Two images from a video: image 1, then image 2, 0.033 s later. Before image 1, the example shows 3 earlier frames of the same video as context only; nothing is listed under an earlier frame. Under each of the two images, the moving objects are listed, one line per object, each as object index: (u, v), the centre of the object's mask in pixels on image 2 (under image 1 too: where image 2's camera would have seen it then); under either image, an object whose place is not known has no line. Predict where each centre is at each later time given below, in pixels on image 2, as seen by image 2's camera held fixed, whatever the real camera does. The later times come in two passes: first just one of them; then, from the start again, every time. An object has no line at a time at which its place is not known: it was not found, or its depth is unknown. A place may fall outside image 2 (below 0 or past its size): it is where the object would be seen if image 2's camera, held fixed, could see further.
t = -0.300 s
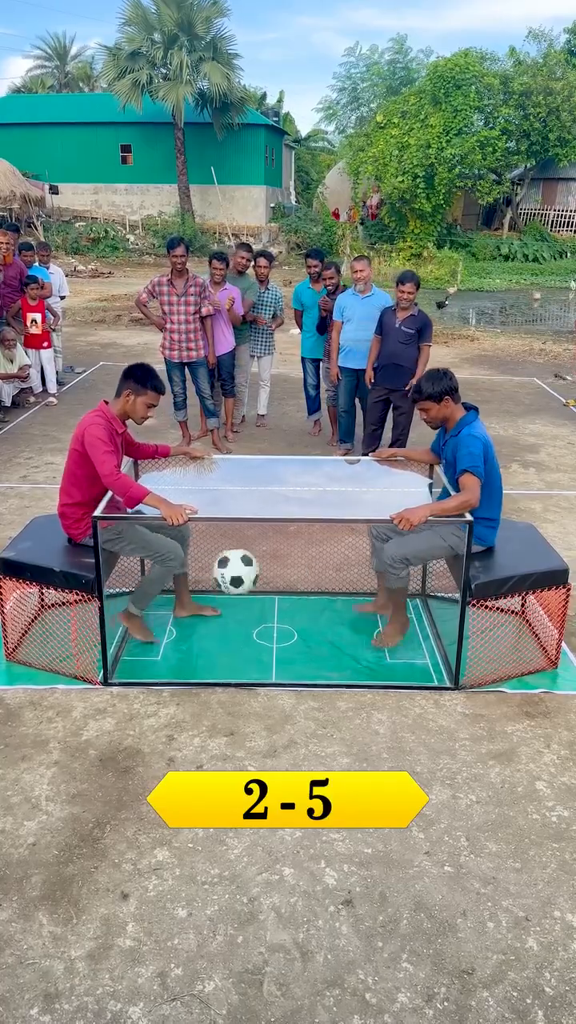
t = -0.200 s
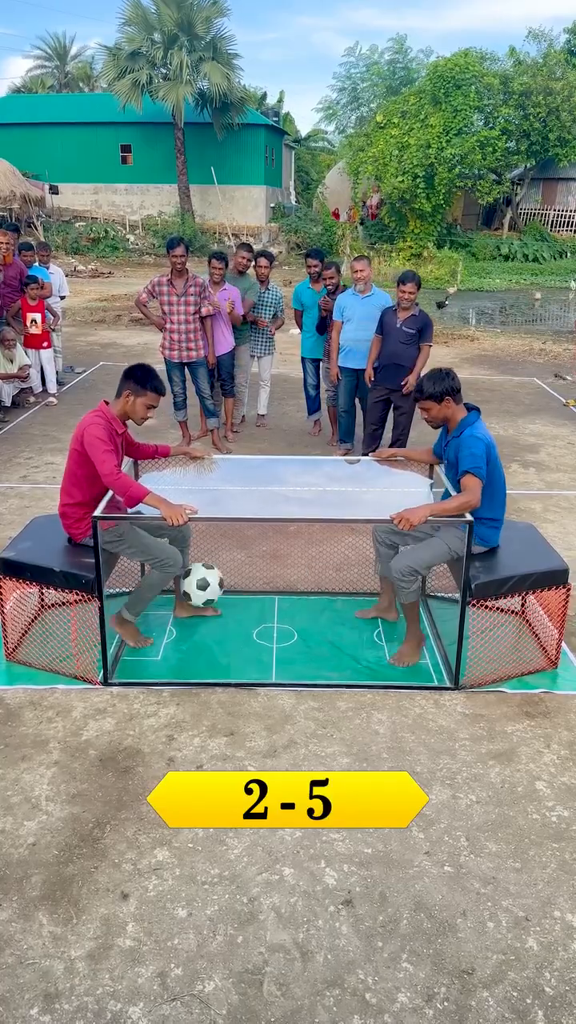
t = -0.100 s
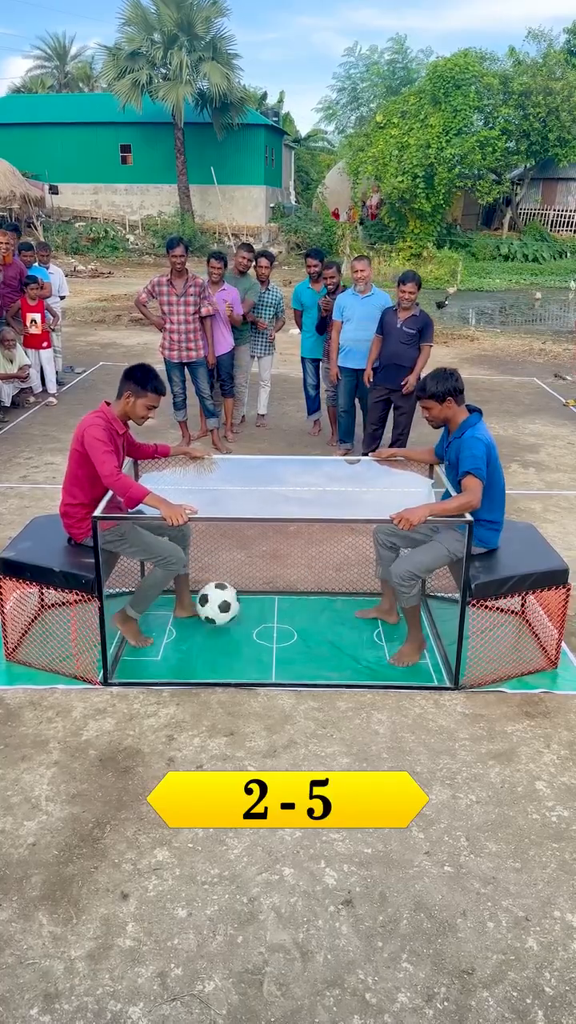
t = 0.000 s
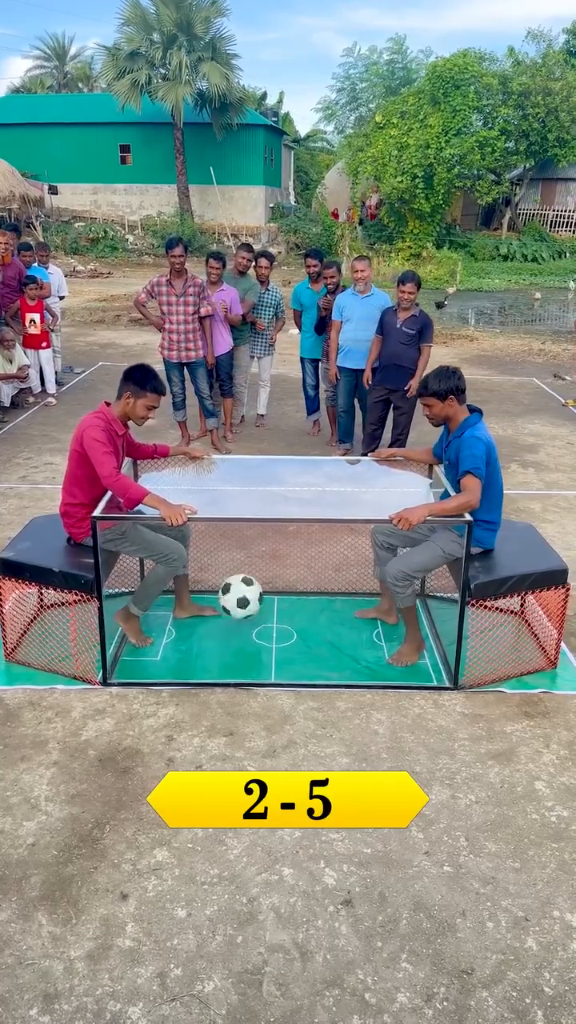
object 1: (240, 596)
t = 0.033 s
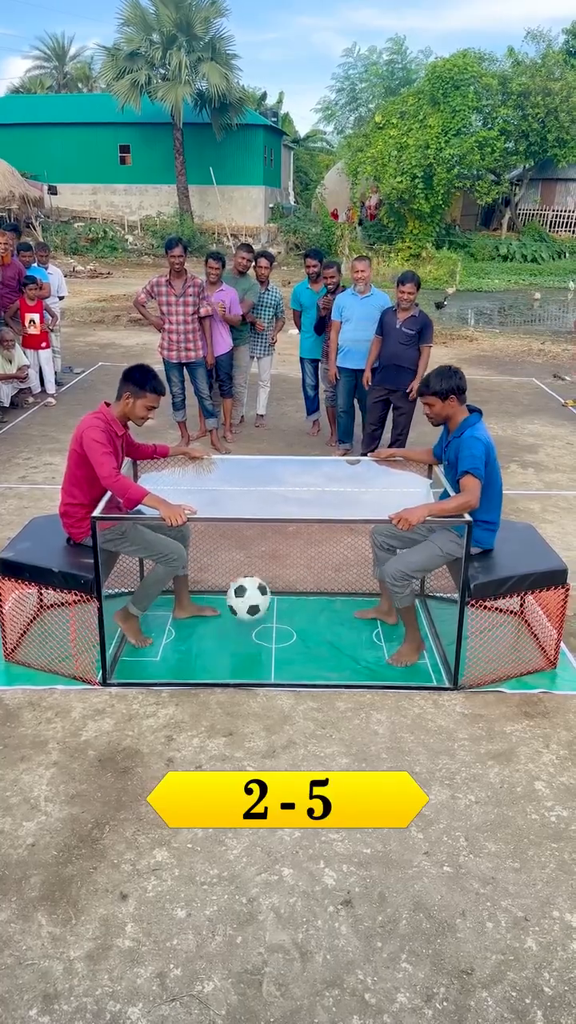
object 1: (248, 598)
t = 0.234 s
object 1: (297, 621)
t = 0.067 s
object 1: (256, 602)
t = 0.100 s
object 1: (265, 607)
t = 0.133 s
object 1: (273, 615)
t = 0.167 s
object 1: (281, 625)
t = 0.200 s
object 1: (289, 624)
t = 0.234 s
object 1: (297, 621)
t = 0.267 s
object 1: (305, 621)
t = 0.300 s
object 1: (314, 621)
